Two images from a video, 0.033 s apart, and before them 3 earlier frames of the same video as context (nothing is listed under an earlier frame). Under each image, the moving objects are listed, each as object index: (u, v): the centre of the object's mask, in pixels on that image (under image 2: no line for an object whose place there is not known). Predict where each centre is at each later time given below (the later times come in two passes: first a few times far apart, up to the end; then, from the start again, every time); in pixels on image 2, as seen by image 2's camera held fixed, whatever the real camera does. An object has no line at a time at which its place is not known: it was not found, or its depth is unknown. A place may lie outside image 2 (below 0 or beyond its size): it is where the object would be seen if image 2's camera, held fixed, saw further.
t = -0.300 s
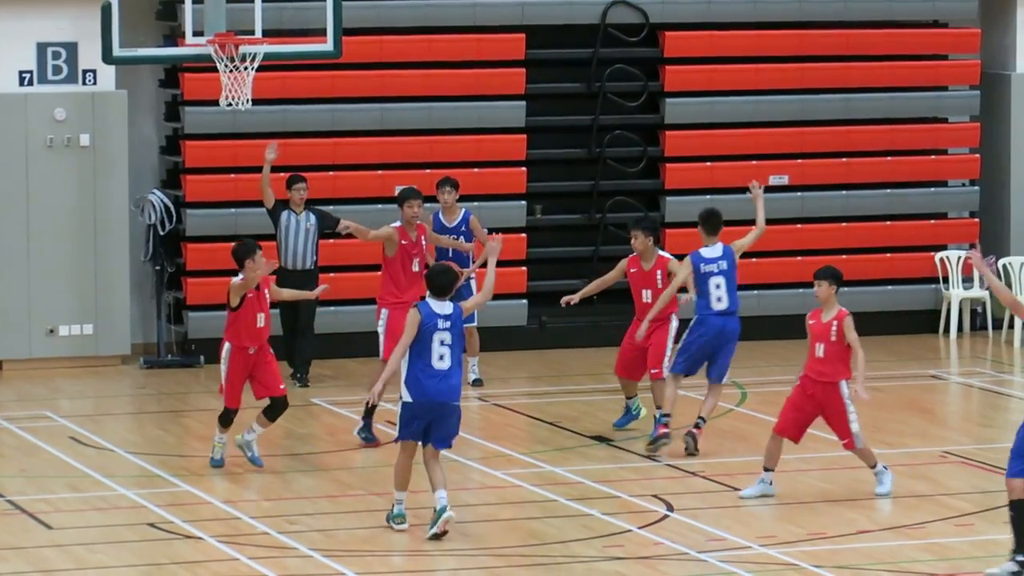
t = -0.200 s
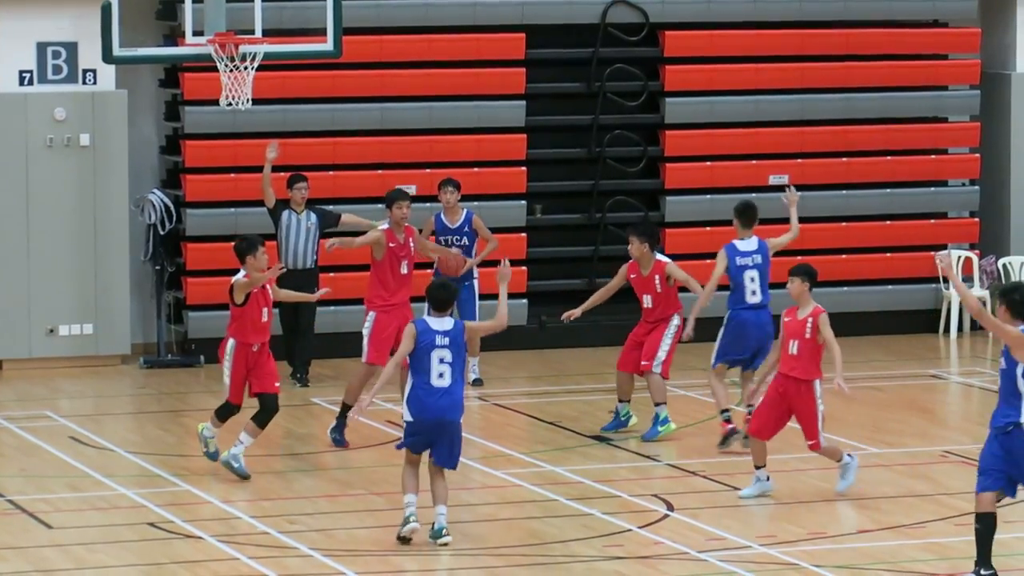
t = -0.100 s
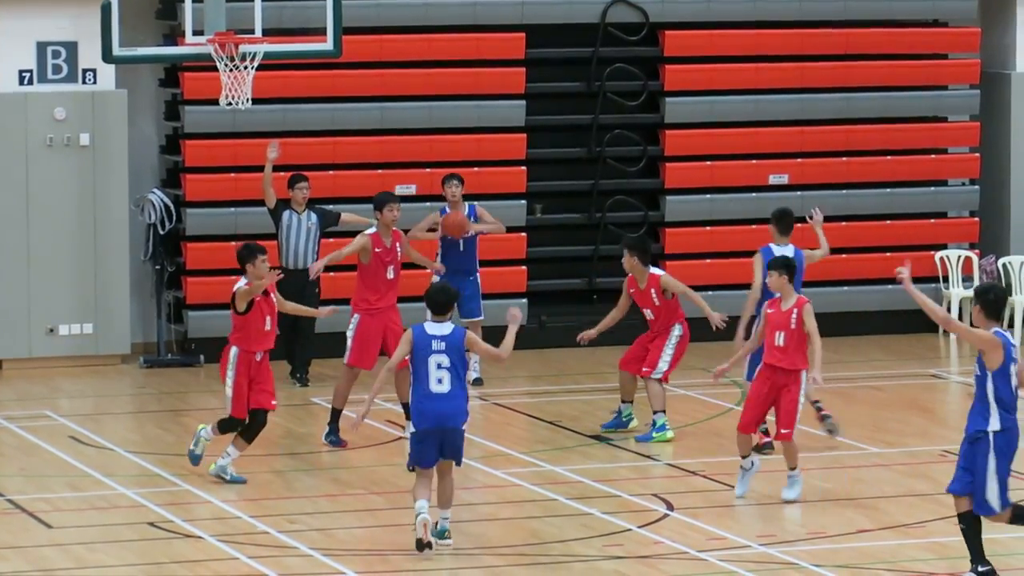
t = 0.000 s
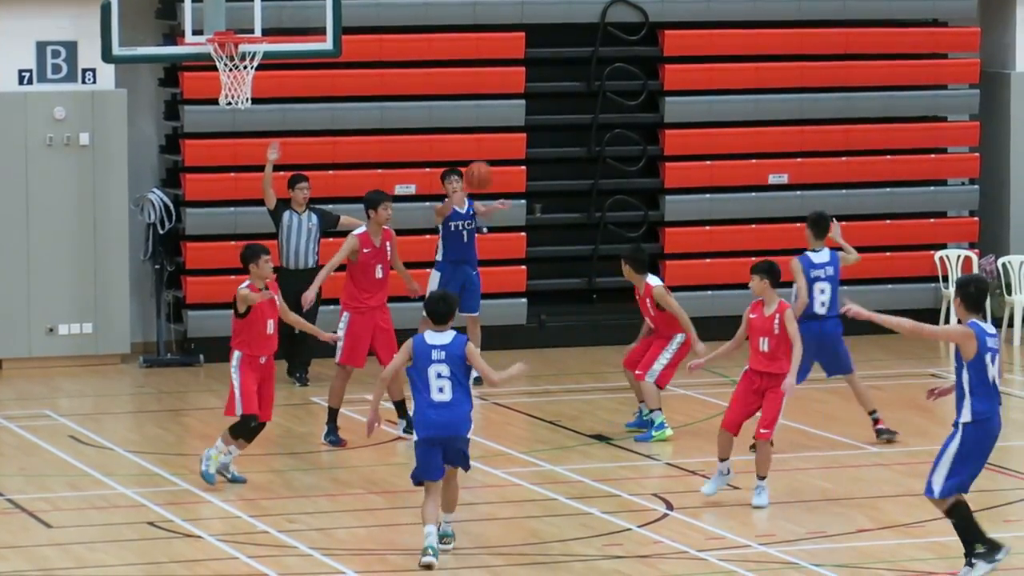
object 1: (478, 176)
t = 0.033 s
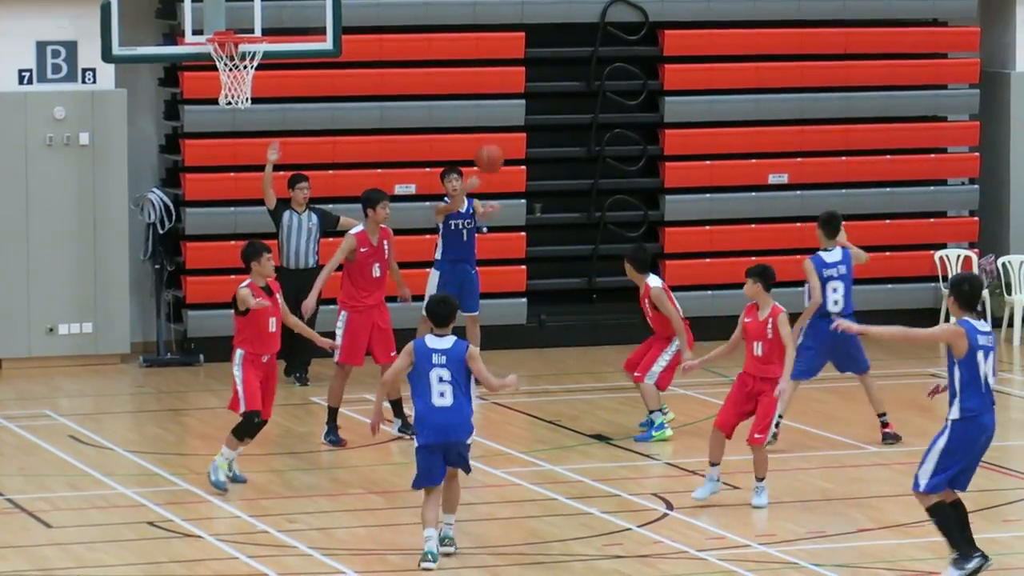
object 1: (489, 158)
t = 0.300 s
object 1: (580, 62)
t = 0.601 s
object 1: (699, 54)
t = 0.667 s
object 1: (728, 71)
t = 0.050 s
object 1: (494, 151)
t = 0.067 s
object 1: (500, 141)
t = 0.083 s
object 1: (505, 135)
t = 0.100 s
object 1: (511, 127)
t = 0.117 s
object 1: (517, 120)
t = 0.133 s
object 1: (522, 114)
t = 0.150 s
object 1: (528, 107)
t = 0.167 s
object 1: (534, 101)
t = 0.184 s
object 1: (539, 95)
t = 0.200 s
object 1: (544, 90)
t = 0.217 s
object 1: (550, 84)
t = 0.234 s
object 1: (556, 79)
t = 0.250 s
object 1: (562, 74)
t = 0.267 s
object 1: (568, 70)
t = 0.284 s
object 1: (574, 66)
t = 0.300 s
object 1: (580, 62)
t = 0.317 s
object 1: (586, 59)
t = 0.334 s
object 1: (592, 56)
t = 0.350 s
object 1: (598, 53)
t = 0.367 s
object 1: (604, 50)
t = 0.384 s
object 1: (610, 48)
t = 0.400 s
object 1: (616, 46)
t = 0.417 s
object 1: (623, 45)
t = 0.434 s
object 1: (630, 44)
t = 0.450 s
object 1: (636, 43)
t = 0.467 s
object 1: (643, 43)
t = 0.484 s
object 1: (649, 43)
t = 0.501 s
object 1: (656, 44)
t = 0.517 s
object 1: (663, 45)
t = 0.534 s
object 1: (670, 46)
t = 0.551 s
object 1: (677, 48)
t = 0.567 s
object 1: (684, 49)
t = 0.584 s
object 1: (692, 52)
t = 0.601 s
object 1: (699, 54)
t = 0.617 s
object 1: (707, 58)
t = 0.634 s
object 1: (714, 61)
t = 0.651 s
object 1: (720, 65)
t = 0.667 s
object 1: (728, 71)
